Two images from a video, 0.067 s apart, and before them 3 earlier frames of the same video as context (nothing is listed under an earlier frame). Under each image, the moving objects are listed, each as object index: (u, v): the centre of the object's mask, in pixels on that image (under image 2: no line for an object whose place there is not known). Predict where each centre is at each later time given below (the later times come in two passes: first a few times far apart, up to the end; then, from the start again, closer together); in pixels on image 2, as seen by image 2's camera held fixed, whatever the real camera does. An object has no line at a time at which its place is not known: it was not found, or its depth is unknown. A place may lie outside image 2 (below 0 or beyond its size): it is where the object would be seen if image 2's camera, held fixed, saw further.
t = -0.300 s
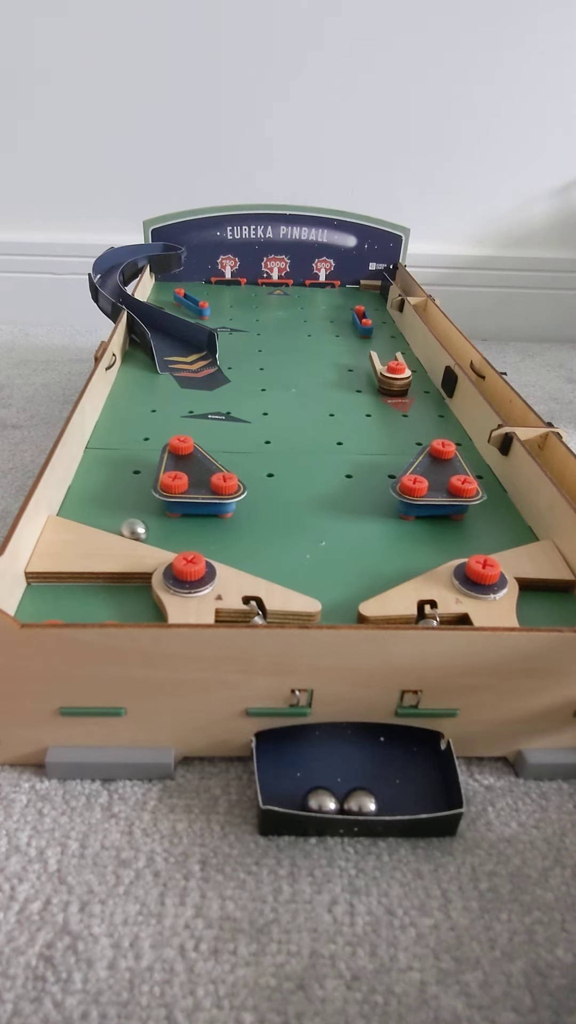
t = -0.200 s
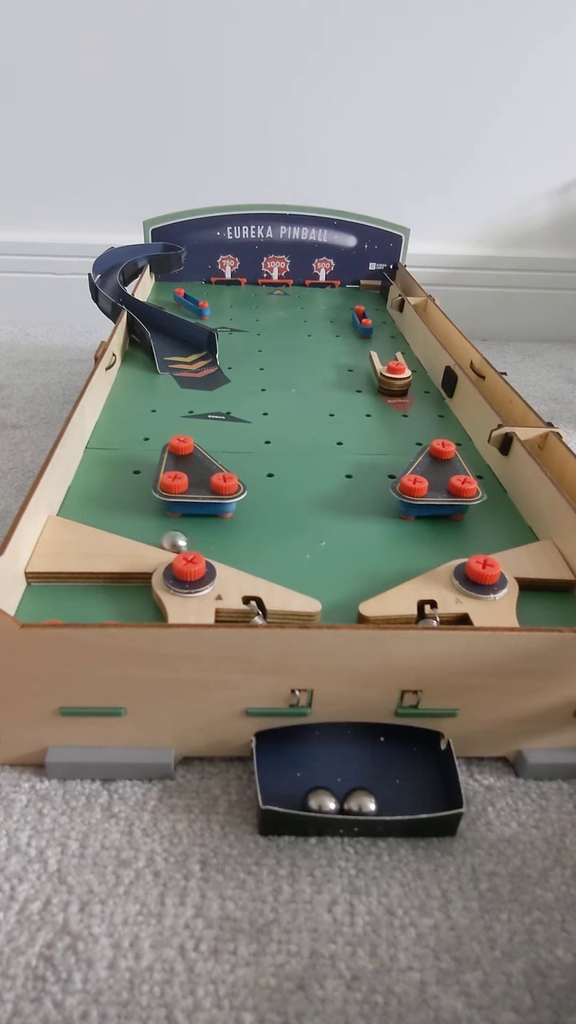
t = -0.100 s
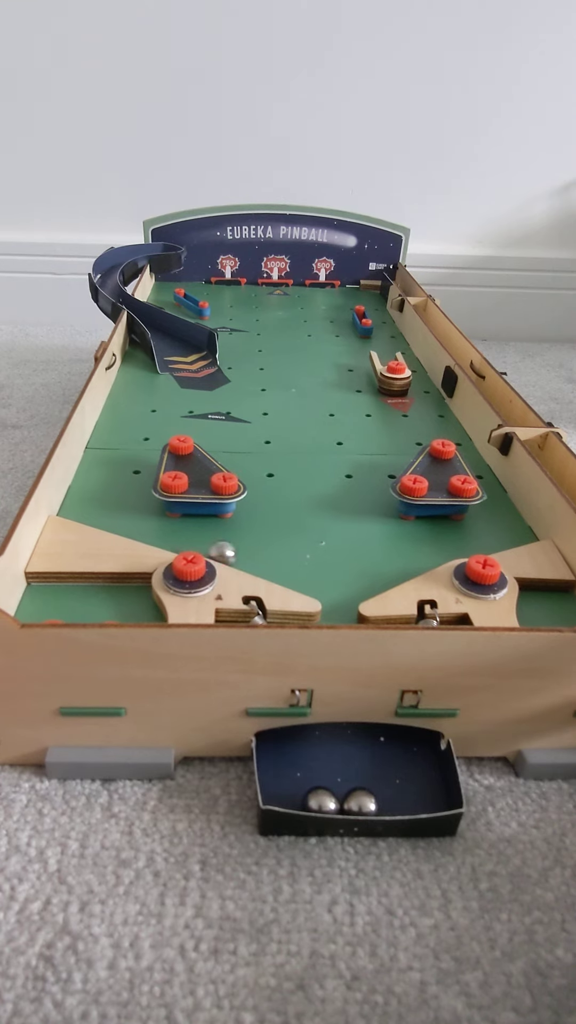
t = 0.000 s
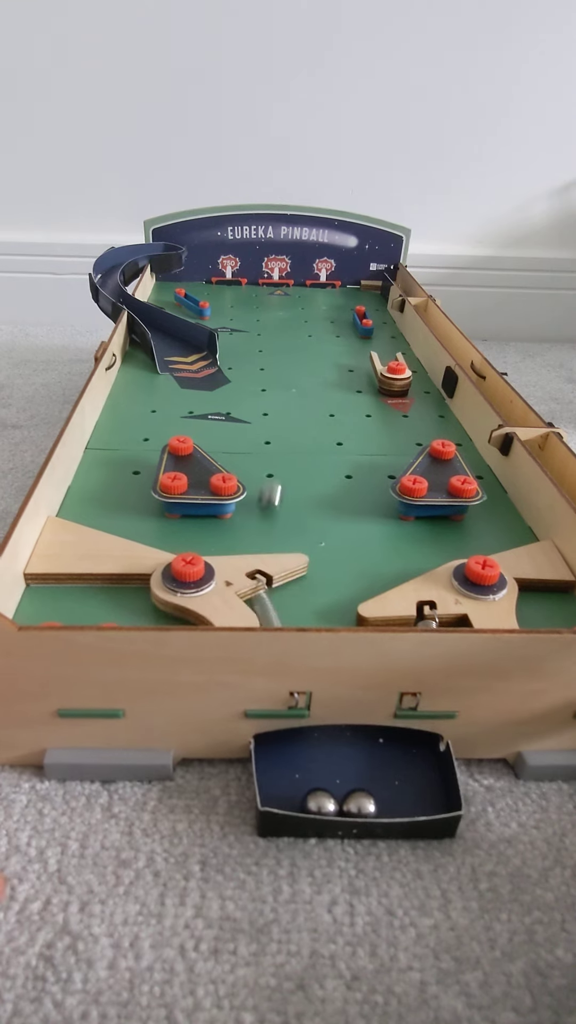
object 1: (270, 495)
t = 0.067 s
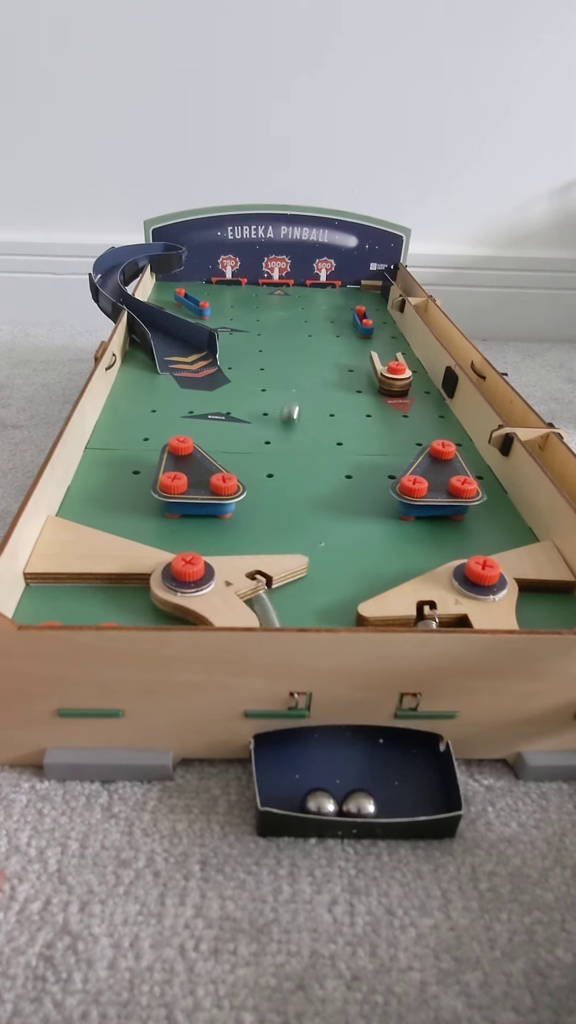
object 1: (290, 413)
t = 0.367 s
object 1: (341, 290)
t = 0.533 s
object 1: (357, 288)
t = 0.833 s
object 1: (392, 318)
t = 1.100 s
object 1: (430, 387)
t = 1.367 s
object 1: (464, 445)
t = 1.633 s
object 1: (489, 479)
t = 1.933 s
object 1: (483, 531)
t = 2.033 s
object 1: (462, 548)
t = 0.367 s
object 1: (341, 290)
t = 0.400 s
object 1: (345, 284)
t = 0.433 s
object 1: (348, 283)
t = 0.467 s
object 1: (352, 285)
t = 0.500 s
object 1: (354, 287)
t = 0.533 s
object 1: (357, 288)
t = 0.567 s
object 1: (360, 290)
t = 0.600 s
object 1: (364, 292)
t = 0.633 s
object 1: (368, 295)
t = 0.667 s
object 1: (373, 298)
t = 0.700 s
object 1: (377, 301)
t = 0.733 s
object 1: (381, 304)
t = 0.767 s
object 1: (384, 308)
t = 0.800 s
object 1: (388, 313)
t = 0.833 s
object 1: (392, 318)
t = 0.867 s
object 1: (395, 323)
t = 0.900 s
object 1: (398, 329)
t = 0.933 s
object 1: (403, 336)
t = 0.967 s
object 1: (408, 344)
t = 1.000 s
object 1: (413, 352)
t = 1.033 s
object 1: (419, 362)
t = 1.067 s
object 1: (425, 373)
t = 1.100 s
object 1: (430, 387)
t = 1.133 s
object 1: (433, 400)
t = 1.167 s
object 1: (434, 414)
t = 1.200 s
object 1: (439, 431)
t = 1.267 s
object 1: (467, 445)
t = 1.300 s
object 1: (473, 446)
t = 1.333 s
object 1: (467, 445)
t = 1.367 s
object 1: (464, 445)
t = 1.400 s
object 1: (463, 445)
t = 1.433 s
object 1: (461, 447)
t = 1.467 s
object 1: (460, 450)
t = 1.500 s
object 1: (461, 453)
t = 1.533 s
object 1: (462, 457)
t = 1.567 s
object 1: (470, 464)
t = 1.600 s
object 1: (479, 470)
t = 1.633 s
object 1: (489, 479)
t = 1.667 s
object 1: (502, 488)
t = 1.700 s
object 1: (507, 497)
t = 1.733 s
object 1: (514, 509)
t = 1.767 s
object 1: (522, 522)
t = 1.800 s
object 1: (523, 530)
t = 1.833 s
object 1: (510, 526)
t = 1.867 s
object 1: (500, 526)
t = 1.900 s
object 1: (491, 528)
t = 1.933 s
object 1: (483, 531)
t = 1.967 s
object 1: (476, 536)
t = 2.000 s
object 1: (469, 541)
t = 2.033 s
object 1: (462, 548)
